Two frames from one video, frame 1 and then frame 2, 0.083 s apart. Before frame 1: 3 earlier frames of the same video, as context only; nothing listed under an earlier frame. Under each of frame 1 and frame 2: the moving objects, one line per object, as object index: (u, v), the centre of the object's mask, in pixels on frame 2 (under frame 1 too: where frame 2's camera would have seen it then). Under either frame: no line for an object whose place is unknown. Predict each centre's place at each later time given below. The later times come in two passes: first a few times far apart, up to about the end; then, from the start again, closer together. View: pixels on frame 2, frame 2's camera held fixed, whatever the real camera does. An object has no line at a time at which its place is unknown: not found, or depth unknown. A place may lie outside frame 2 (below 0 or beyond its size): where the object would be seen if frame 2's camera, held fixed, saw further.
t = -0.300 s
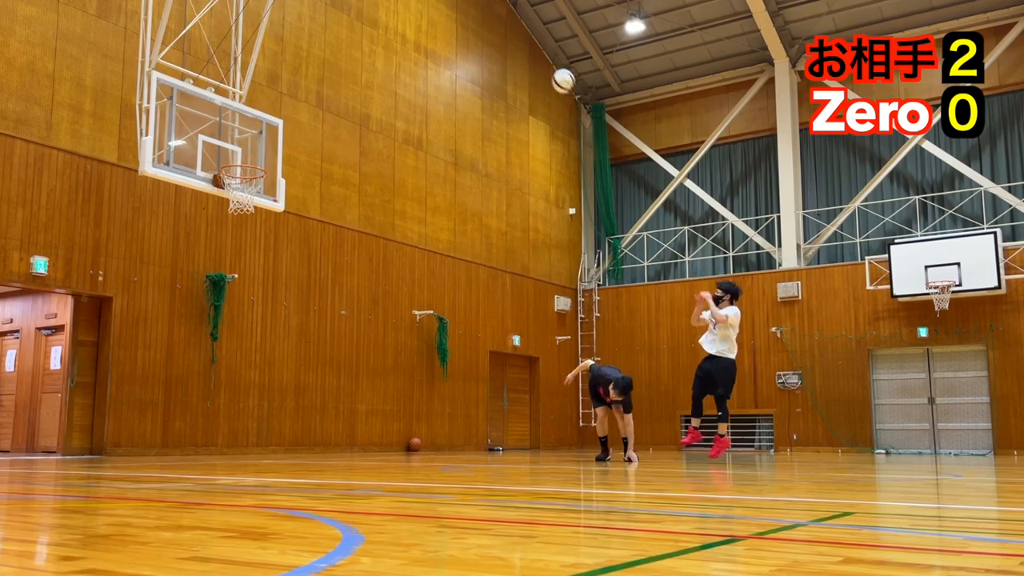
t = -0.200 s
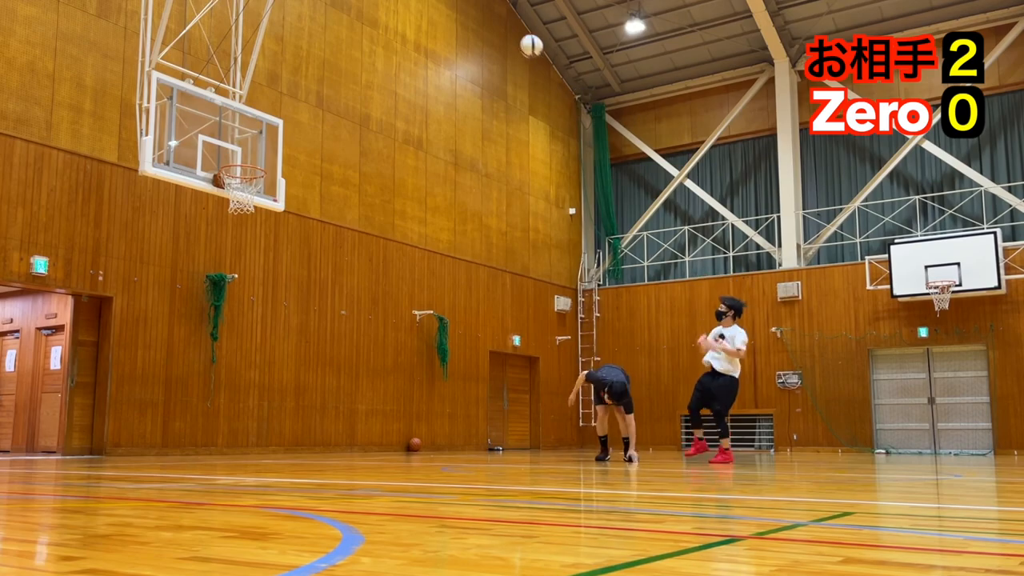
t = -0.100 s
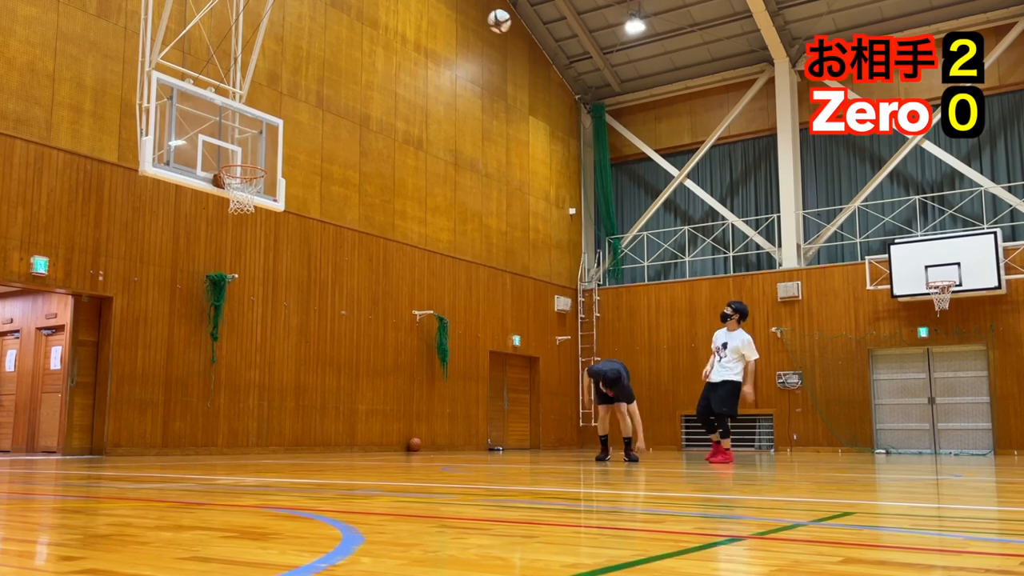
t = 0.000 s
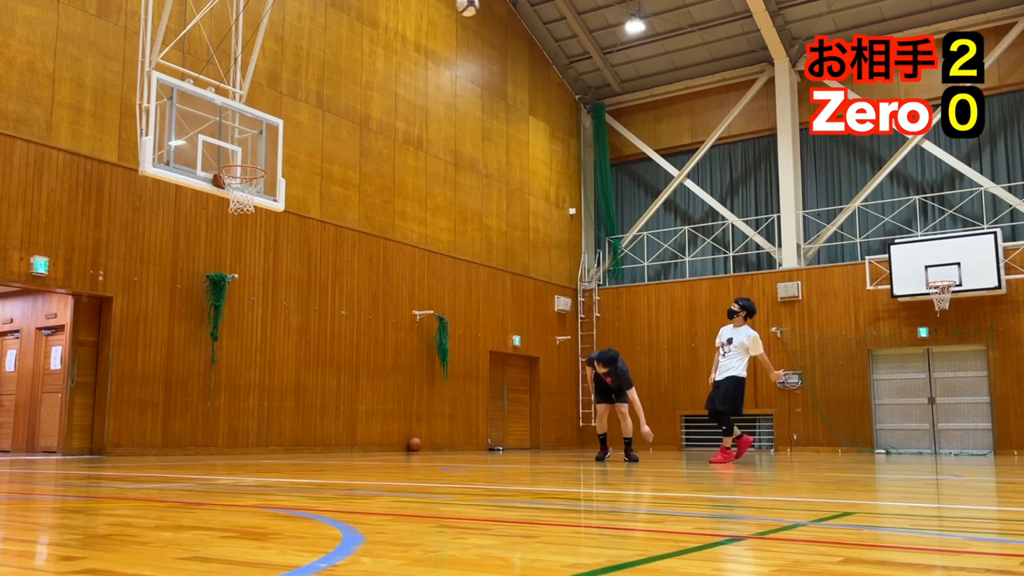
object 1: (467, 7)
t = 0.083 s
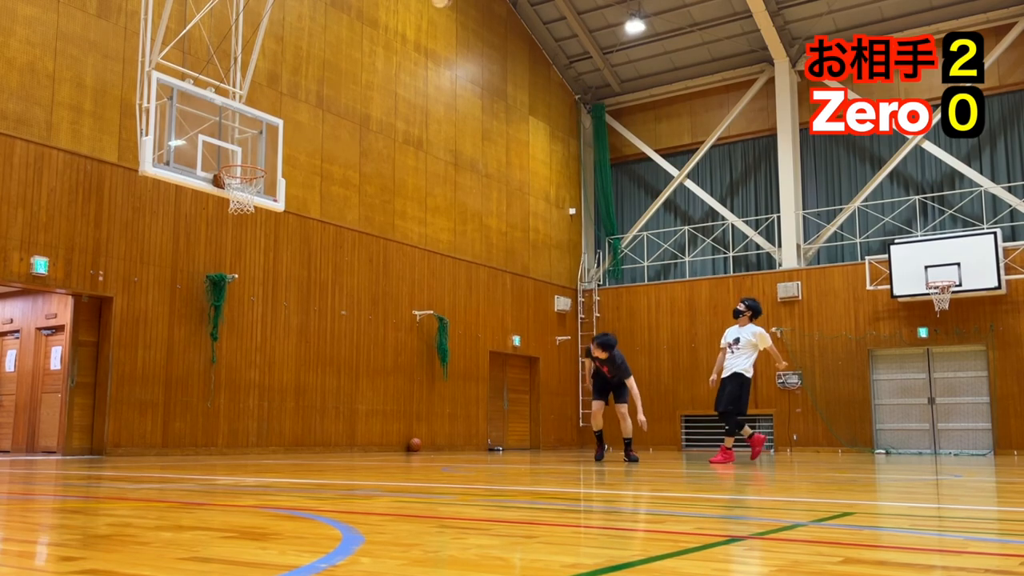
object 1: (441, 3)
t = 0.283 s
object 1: (378, 5)
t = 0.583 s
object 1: (282, 72)
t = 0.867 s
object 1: (182, 141)
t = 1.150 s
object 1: (165, 115)
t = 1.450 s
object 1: (138, 179)
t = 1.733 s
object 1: (101, 354)
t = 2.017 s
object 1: (60, 319)
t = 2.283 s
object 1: (18, 191)
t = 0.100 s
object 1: (436, 3)
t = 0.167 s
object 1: (416, 2)
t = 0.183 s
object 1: (411, 2)
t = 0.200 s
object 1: (406, 2)
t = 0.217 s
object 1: (400, 3)
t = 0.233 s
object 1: (395, 4)
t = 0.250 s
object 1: (389, 4)
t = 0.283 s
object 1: (378, 5)
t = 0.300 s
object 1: (374, 6)
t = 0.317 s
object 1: (368, 7)
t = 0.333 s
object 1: (363, 9)
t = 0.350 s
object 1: (357, 10)
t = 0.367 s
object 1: (352, 13)
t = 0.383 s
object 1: (347, 16)
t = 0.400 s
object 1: (341, 19)
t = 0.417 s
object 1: (336, 23)
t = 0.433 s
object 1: (331, 27)
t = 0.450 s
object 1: (325, 31)
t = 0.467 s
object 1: (320, 35)
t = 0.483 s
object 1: (315, 40)
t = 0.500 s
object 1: (309, 45)
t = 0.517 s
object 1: (303, 50)
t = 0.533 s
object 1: (298, 55)
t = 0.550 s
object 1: (293, 60)
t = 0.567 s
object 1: (287, 66)
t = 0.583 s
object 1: (282, 72)
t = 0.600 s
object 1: (276, 78)
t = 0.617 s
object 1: (271, 84)
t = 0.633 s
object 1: (266, 90)
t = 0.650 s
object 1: (260, 97)
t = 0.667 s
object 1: (254, 105)
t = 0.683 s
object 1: (249, 112)
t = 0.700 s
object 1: (243, 121)
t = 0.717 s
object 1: (238, 127)
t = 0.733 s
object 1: (232, 135)
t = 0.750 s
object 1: (226, 144)
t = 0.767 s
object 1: (220, 153)
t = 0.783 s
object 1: (215, 156)
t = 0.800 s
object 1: (209, 153)
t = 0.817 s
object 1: (202, 149)
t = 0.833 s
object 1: (194, 146)
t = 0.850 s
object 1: (188, 143)
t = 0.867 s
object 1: (182, 141)
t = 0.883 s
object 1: (181, 138)
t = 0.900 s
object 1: (180, 135)
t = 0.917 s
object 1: (180, 132)
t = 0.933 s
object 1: (179, 129)
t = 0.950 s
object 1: (178, 126)
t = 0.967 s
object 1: (177, 124)
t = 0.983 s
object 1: (176, 122)
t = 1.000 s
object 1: (175, 120)
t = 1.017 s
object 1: (174, 119)
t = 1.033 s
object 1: (173, 117)
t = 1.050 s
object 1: (172, 116)
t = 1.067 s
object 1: (171, 115)
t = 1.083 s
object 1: (170, 115)
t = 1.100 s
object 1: (169, 115)
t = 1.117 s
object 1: (168, 115)
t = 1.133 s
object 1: (166, 115)
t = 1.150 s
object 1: (165, 115)
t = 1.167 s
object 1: (164, 116)
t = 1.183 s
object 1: (164, 117)
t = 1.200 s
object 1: (162, 119)
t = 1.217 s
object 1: (161, 120)
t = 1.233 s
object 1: (159, 122)
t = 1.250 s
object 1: (157, 125)
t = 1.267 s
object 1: (155, 127)
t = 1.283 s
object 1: (154, 130)
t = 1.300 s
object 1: (153, 134)
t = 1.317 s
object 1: (152, 138)
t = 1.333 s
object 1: (151, 141)
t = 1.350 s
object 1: (149, 145)
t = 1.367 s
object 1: (147, 150)
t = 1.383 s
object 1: (145, 154)
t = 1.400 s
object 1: (143, 161)
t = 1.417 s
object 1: (142, 166)
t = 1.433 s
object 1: (139, 173)
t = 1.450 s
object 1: (138, 179)
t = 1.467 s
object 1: (137, 185)
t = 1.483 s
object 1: (135, 192)
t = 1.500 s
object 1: (132, 200)
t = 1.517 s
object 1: (130, 208)
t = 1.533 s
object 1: (128, 216)
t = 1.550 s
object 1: (126, 225)
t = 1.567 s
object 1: (124, 235)
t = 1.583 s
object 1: (122, 244)
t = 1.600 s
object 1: (120, 254)
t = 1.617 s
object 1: (117, 265)
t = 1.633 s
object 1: (115, 276)
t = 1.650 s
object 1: (113, 288)
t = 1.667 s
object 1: (110, 300)
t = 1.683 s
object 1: (107, 313)
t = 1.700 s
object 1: (105, 326)
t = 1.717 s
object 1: (103, 340)
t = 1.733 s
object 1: (101, 354)
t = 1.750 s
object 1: (97, 369)
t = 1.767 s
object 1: (94, 384)
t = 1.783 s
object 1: (91, 401)
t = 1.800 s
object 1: (88, 418)
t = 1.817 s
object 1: (85, 435)
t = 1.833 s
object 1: (82, 451)
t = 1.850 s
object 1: (80, 446)
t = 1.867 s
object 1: (77, 433)
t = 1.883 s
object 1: (76, 419)
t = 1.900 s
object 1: (74, 405)
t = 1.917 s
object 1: (72, 392)
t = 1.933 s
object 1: (70, 379)
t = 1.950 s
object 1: (68, 367)
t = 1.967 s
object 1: (65, 354)
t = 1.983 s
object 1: (63, 342)
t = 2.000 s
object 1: (62, 331)
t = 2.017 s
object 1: (60, 319)
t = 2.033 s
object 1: (57, 309)
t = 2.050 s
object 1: (55, 298)
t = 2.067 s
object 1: (54, 288)
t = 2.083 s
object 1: (51, 279)
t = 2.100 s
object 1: (48, 269)
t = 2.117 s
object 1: (45, 261)
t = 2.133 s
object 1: (42, 252)
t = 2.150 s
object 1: (40, 244)
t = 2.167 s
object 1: (37, 236)
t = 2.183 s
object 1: (34, 228)
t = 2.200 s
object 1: (32, 221)
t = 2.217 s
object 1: (29, 214)
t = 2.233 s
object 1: (27, 208)
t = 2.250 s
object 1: (23, 202)
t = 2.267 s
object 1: (21, 196)
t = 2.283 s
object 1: (18, 191)
